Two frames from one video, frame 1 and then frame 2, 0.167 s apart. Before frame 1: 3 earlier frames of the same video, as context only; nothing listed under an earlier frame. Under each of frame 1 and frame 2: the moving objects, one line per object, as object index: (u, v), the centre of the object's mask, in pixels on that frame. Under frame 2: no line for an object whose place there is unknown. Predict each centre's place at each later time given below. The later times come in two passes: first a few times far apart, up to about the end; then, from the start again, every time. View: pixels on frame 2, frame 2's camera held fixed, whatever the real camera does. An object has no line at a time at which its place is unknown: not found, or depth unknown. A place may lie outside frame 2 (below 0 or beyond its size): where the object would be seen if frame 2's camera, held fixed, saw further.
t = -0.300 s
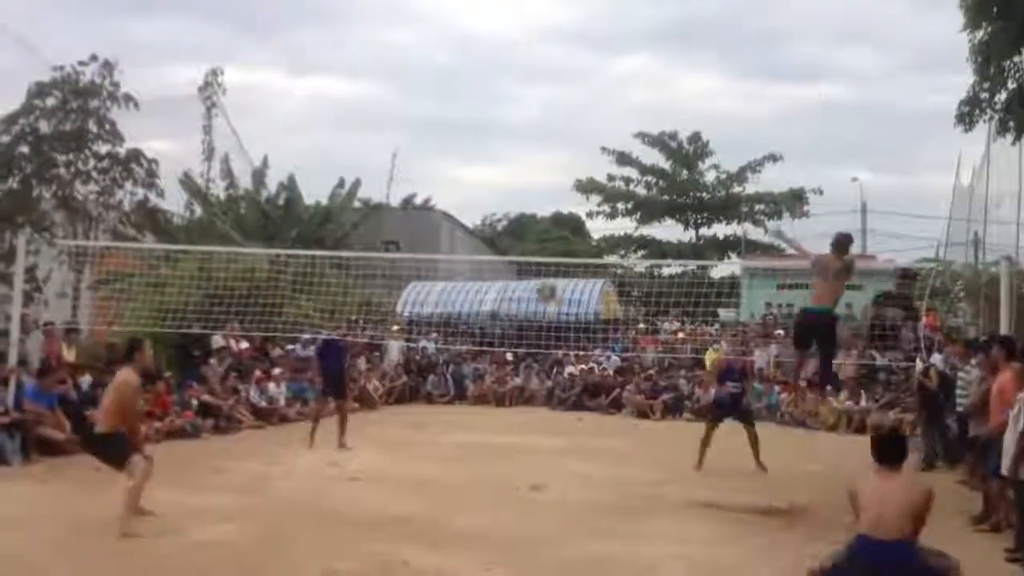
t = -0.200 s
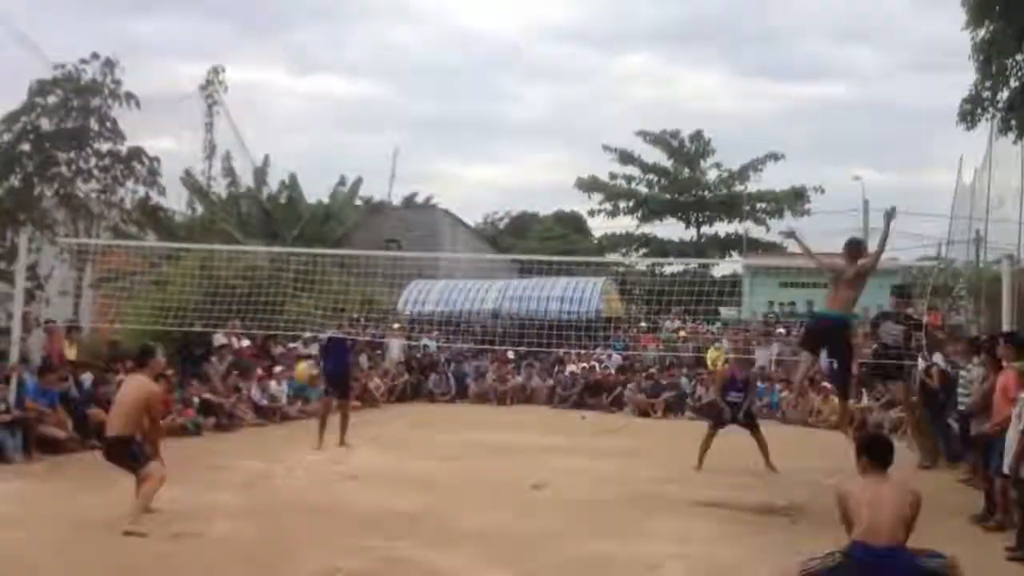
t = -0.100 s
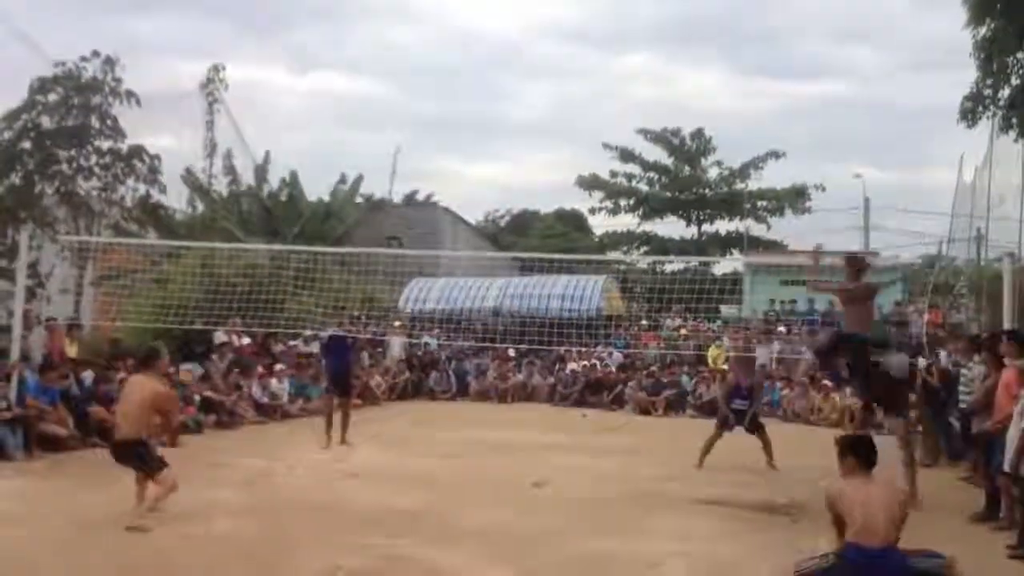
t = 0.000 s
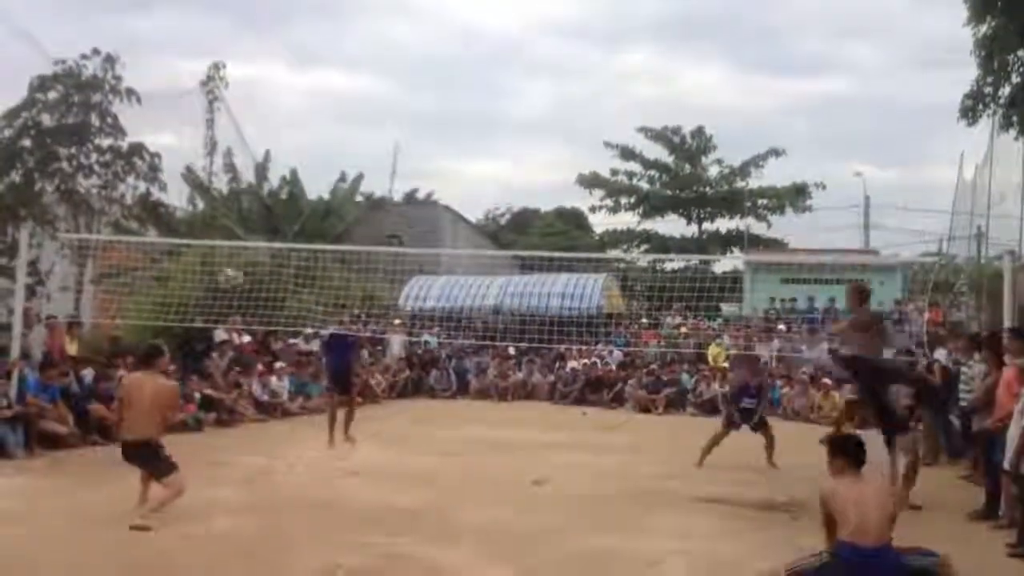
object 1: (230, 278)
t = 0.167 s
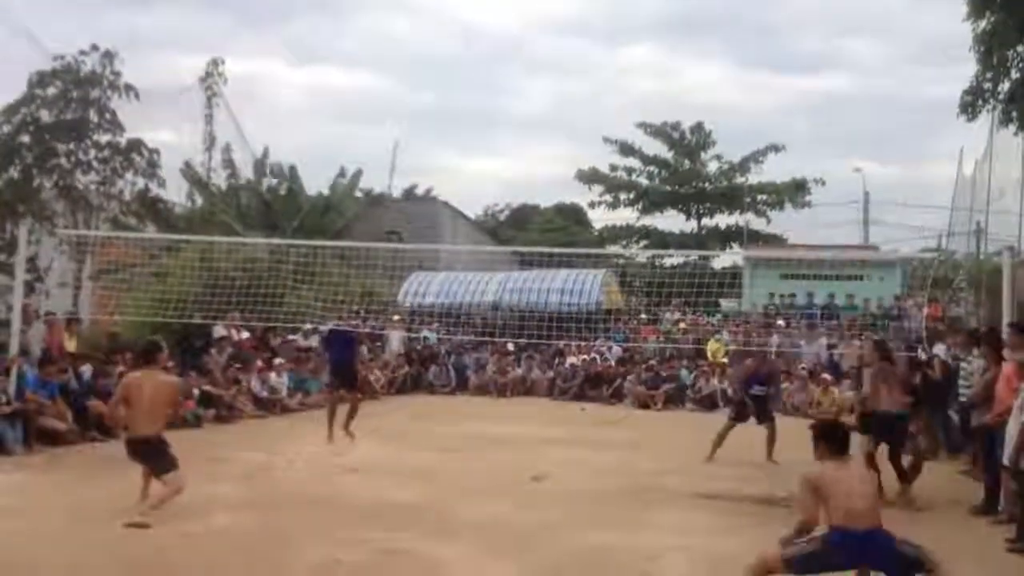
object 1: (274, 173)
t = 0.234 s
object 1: (291, 140)
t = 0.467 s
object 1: (327, 80)
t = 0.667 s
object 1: (343, 68)
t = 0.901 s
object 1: (355, 90)
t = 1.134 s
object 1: (361, 138)
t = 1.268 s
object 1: (365, 177)
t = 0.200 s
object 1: (284, 154)
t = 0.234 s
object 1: (291, 140)
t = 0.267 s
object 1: (297, 127)
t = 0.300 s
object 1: (304, 116)
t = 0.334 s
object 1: (309, 107)
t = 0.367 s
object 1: (314, 98)
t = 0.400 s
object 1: (318, 90)
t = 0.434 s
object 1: (322, 85)
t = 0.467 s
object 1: (327, 80)
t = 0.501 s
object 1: (329, 75)
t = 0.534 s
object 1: (332, 73)
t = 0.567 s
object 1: (336, 70)
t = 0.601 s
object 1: (338, 69)
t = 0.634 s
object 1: (341, 68)
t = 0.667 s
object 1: (343, 68)
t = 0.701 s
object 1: (345, 69)
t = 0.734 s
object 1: (347, 70)
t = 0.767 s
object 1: (349, 73)
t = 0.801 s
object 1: (350, 77)
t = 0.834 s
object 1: (353, 80)
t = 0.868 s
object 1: (353, 85)
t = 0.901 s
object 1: (355, 90)
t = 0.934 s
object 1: (356, 94)
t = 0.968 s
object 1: (357, 101)
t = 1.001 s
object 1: (358, 107)
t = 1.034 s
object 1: (359, 115)
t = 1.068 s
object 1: (360, 123)
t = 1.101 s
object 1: (361, 130)
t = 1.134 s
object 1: (361, 138)
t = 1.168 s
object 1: (361, 147)
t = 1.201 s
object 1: (362, 157)
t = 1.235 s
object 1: (365, 167)
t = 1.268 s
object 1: (365, 177)
